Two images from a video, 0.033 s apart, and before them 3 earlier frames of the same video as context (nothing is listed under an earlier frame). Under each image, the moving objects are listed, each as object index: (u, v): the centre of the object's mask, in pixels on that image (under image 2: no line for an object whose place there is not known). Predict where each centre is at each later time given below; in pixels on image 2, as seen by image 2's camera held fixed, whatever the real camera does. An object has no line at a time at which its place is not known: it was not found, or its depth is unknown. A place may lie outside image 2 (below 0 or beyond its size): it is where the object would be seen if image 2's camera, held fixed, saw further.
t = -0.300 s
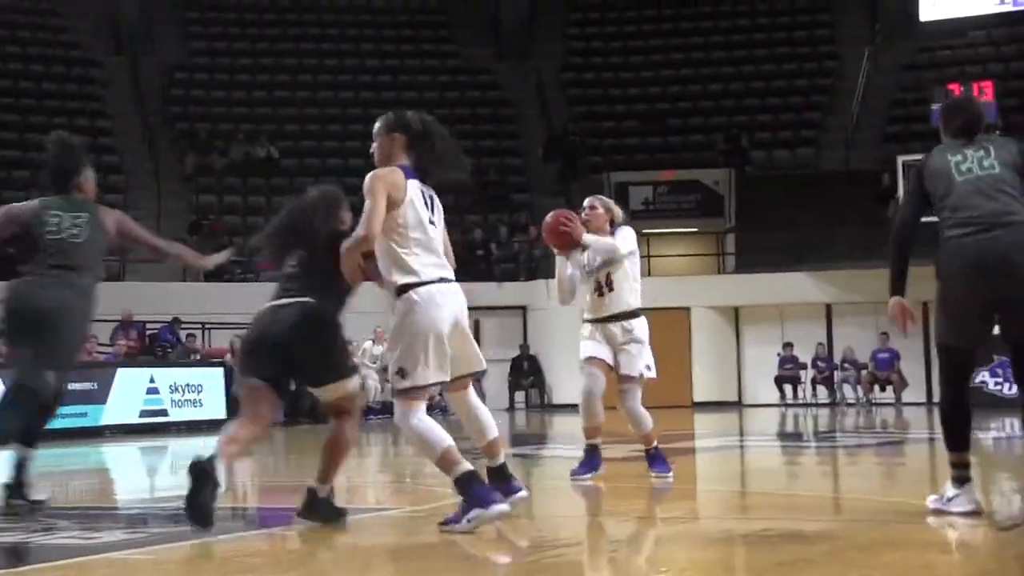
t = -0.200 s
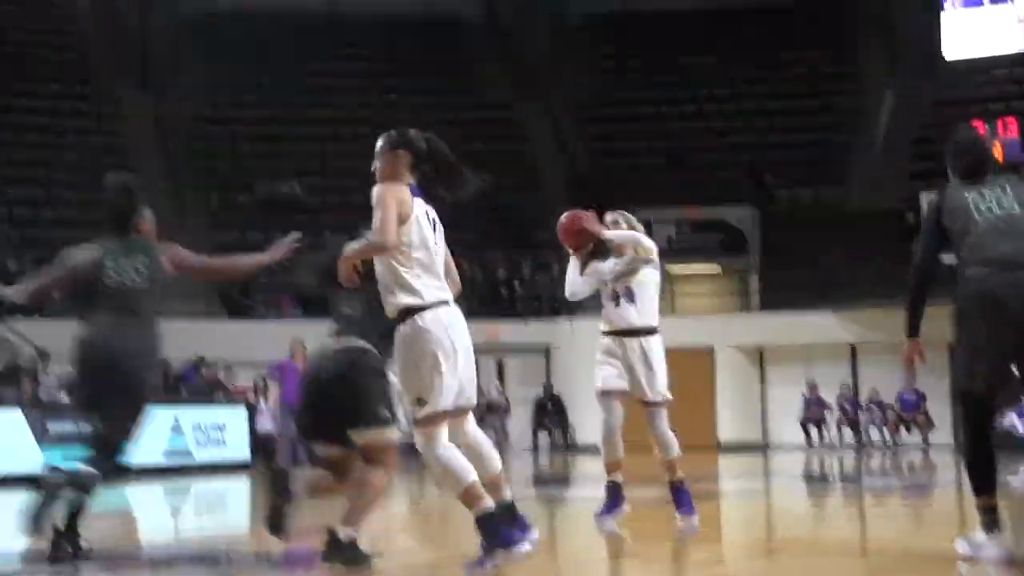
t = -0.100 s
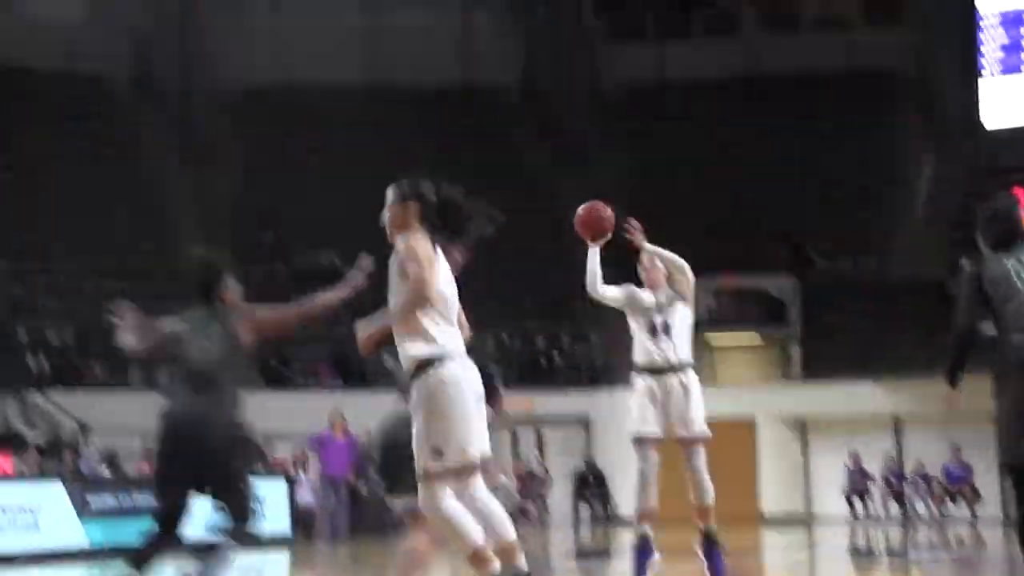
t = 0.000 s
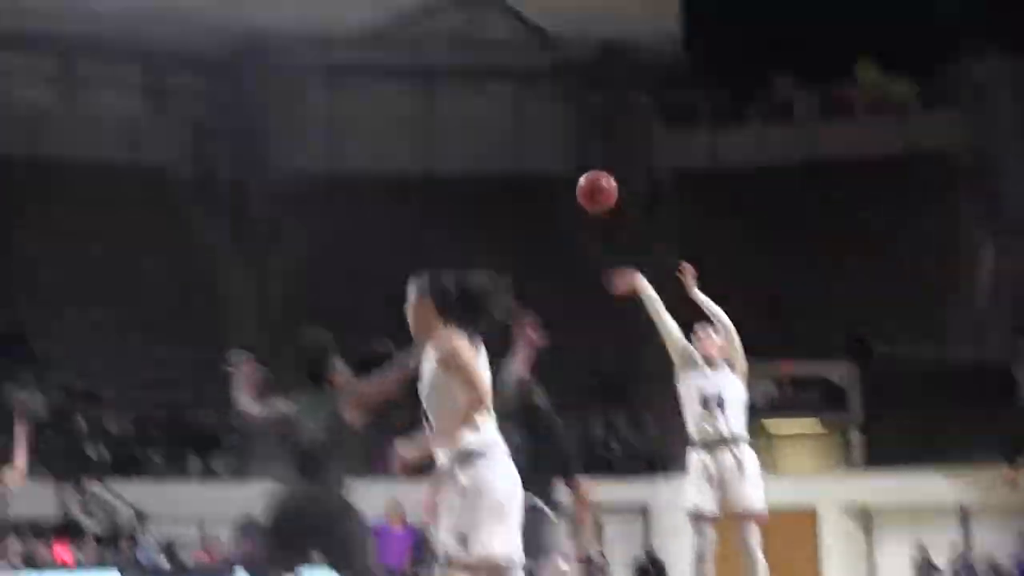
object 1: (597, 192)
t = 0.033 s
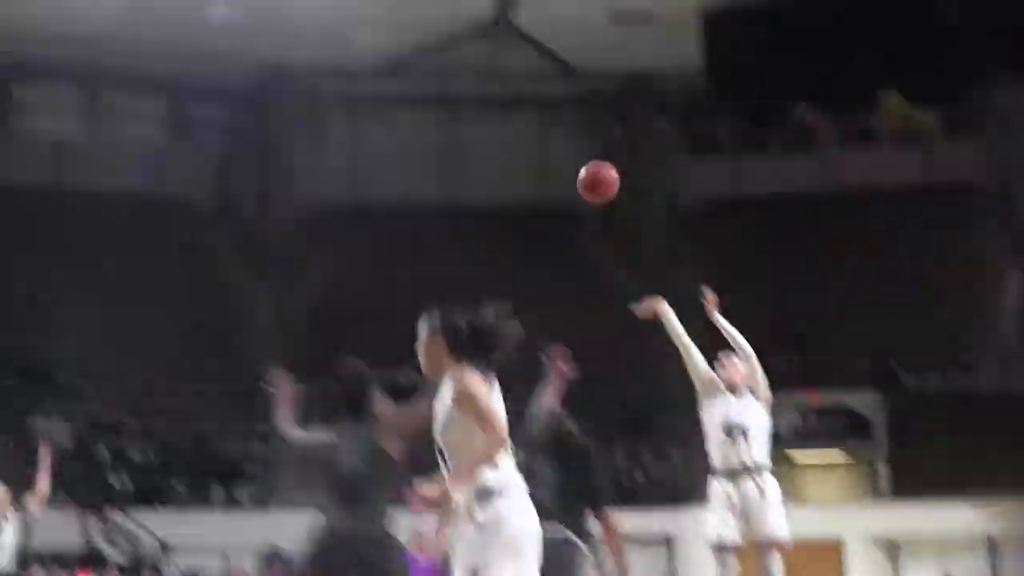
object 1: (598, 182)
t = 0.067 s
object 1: (577, 144)
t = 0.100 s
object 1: (554, 108)
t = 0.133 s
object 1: (534, 72)
